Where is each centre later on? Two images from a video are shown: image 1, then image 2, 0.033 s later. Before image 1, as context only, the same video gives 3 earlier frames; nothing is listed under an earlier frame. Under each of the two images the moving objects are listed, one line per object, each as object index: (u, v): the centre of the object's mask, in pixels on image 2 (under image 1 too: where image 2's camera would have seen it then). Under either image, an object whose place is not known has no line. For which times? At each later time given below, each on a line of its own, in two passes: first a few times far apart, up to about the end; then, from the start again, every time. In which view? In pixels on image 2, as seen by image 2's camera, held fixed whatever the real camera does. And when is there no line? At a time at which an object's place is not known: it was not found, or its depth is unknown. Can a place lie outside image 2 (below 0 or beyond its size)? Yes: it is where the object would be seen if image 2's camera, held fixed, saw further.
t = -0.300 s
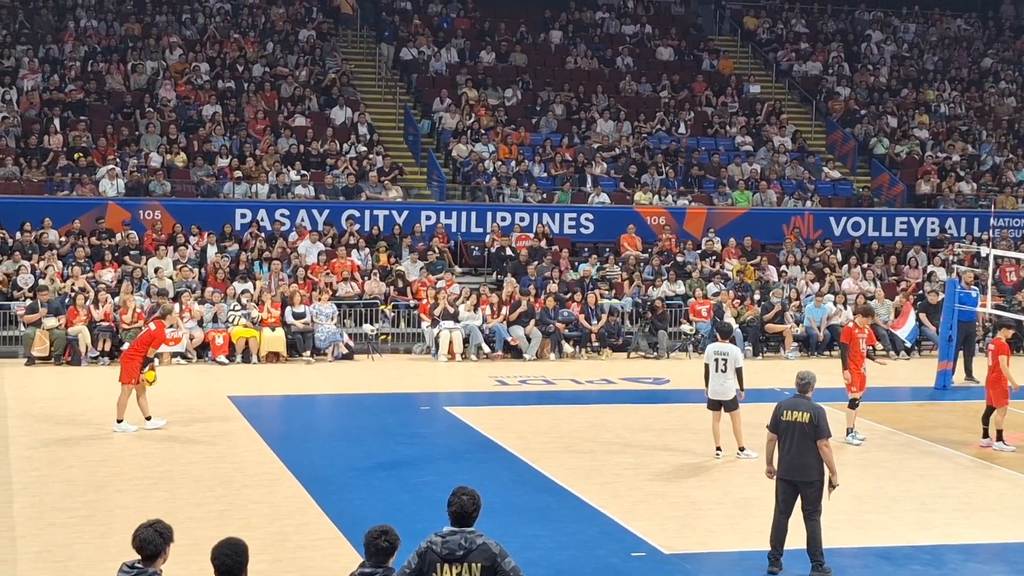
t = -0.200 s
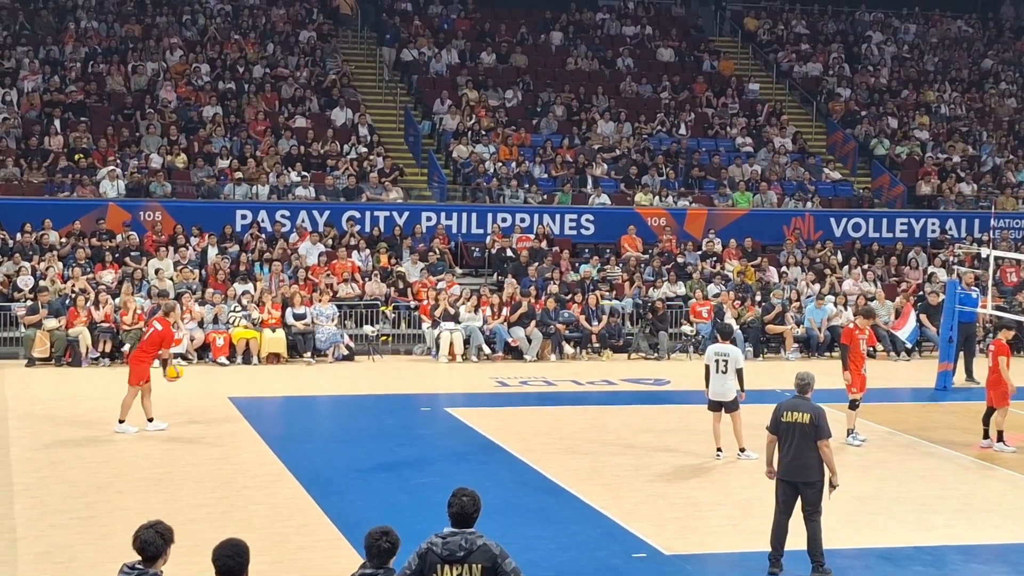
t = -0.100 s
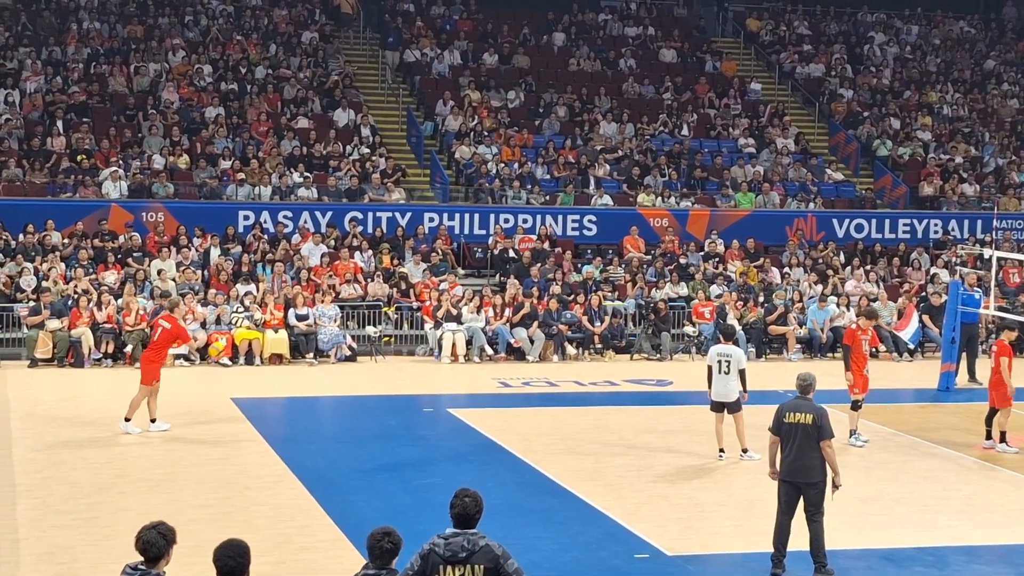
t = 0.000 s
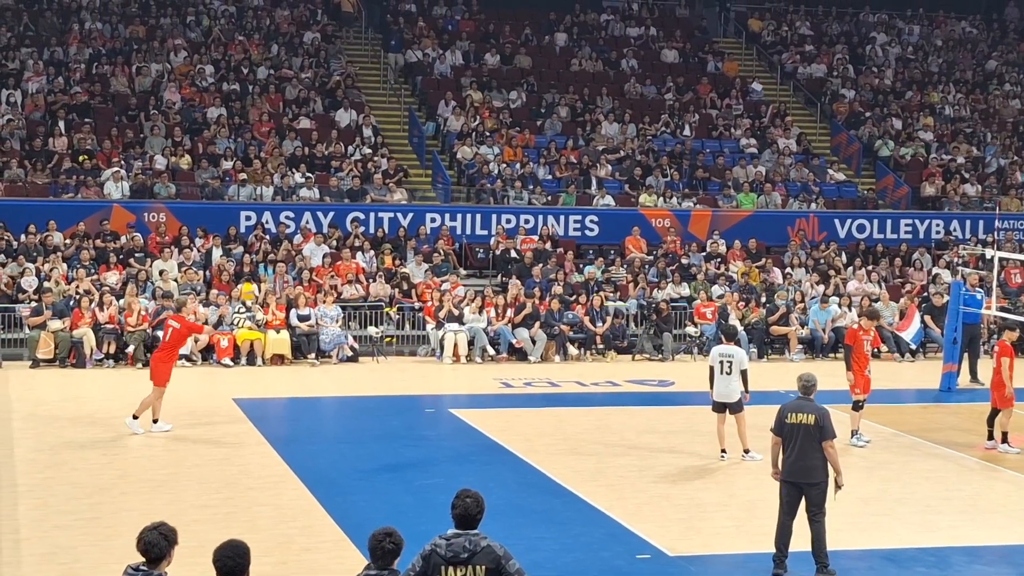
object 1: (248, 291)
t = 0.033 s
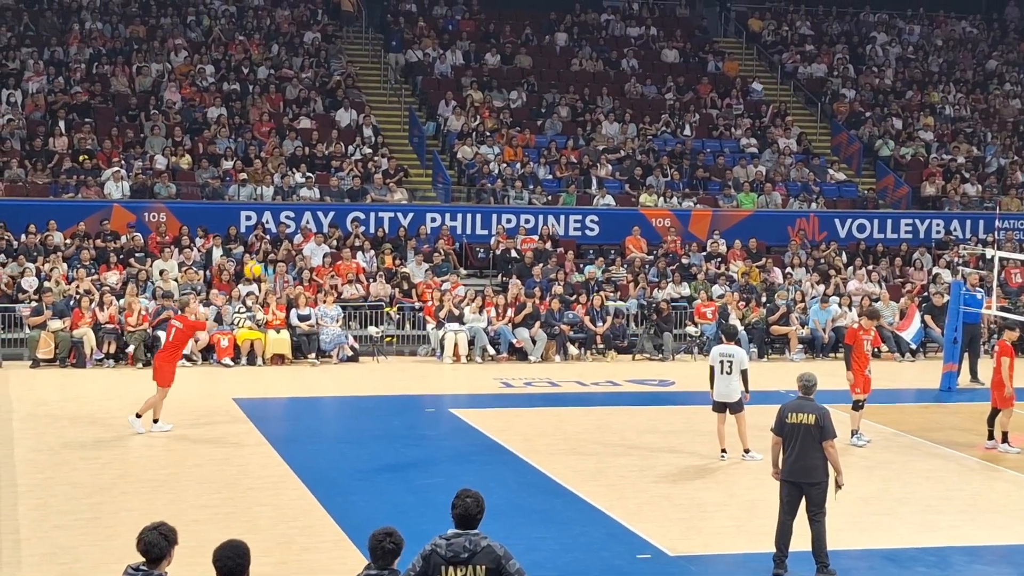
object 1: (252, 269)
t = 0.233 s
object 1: (288, 155)
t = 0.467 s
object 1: (332, 62)
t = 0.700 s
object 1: (376, 11)
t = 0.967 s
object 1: (426, 3)
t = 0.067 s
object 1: (259, 248)
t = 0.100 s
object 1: (264, 228)
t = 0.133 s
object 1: (271, 207)
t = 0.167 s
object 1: (277, 189)
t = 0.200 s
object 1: (283, 172)
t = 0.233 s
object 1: (288, 155)
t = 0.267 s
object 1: (295, 138)
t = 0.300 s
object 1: (301, 124)
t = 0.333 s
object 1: (307, 110)
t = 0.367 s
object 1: (313, 97)
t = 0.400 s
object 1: (320, 84)
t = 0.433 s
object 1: (326, 72)
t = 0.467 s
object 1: (332, 62)
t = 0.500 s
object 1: (339, 52)
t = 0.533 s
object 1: (345, 43)
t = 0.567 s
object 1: (351, 35)
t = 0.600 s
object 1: (358, 28)
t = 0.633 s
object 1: (364, 22)
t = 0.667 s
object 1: (370, 16)
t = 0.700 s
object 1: (376, 11)
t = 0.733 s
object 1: (383, 8)
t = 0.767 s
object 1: (389, 5)
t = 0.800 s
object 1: (395, 3)
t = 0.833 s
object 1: (401, 1)
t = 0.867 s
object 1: (407, 0)
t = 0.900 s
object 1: (414, 1)
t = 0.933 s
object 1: (419, 2)
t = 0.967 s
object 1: (426, 3)
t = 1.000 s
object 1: (431, 6)
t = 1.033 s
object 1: (437, 9)
